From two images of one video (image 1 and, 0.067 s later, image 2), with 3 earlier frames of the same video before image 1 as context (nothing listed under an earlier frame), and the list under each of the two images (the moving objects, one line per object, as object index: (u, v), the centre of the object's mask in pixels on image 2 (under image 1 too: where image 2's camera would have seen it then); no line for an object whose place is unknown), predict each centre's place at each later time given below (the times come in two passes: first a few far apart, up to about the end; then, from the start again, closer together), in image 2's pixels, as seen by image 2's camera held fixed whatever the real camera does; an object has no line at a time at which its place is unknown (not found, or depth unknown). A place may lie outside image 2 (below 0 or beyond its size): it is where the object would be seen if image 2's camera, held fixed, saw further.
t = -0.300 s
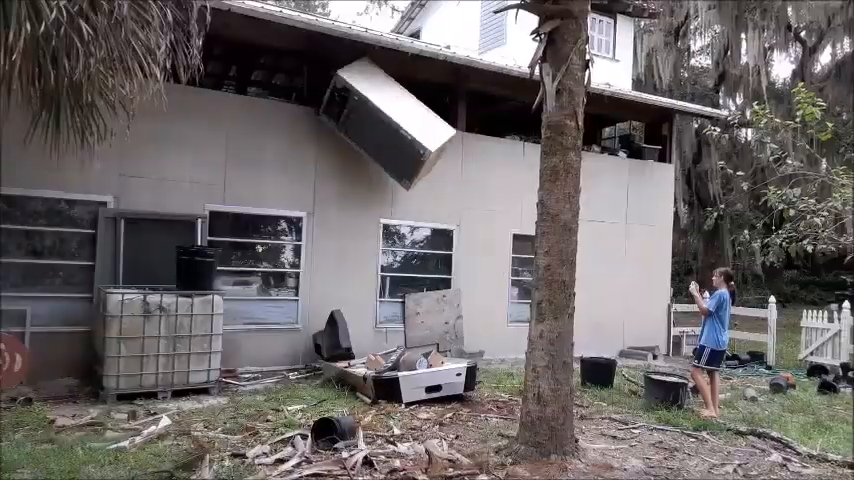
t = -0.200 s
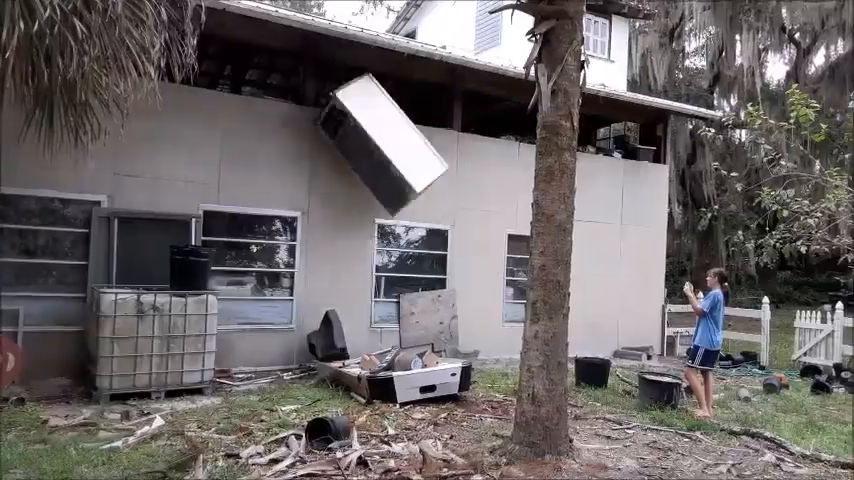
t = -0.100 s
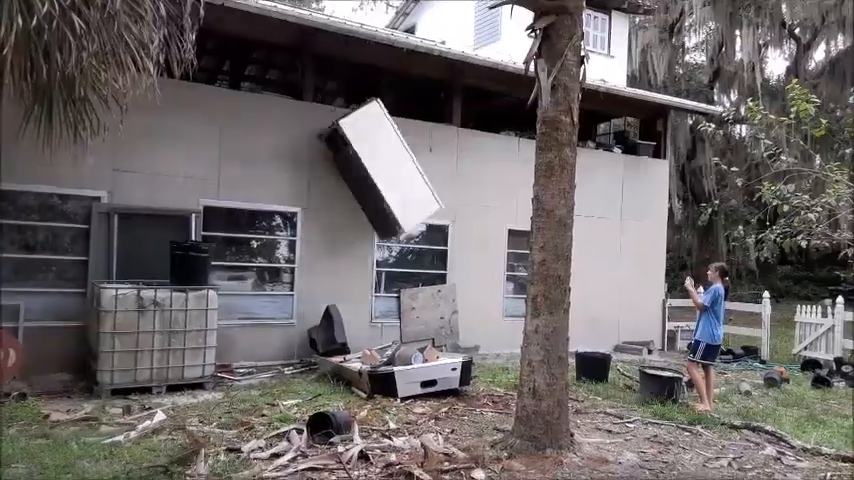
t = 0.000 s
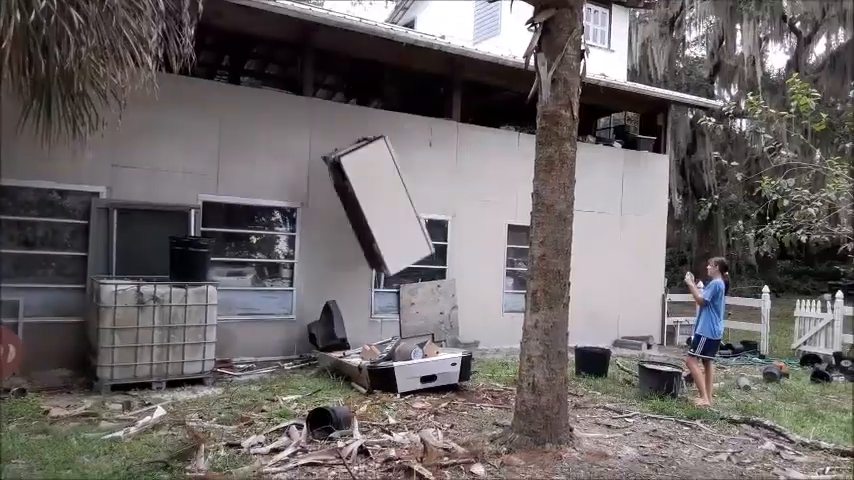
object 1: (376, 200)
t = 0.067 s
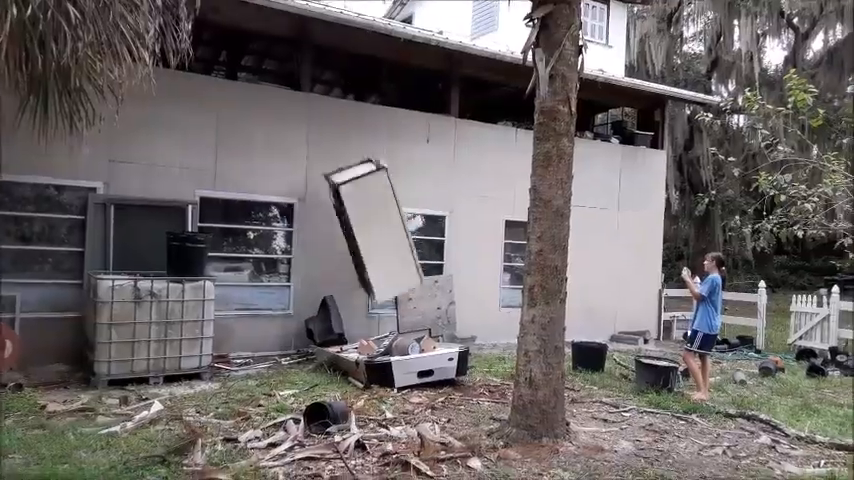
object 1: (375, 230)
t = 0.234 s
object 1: (371, 279)
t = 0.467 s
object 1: (367, 285)
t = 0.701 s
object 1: (368, 299)
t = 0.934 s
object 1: (368, 312)
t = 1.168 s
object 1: (362, 319)
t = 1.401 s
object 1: (345, 327)
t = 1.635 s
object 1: (333, 331)
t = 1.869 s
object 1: (321, 335)
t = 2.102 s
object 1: (302, 338)
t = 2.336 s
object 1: (288, 339)
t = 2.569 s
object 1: (292, 345)
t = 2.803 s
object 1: (294, 345)
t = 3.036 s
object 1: (296, 346)
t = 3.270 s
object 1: (296, 346)
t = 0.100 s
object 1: (374, 245)
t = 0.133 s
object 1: (373, 262)
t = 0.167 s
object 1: (372, 272)
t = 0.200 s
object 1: (371, 280)
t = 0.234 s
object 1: (371, 279)
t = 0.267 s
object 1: (371, 278)
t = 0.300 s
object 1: (370, 277)
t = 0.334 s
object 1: (371, 276)
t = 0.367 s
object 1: (369, 279)
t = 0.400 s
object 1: (368, 281)
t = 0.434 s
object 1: (367, 283)
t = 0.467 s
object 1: (367, 285)
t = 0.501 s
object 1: (370, 284)
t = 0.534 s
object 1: (370, 286)
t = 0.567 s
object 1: (370, 288)
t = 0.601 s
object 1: (370, 290)
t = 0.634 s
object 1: (370, 293)
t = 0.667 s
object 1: (369, 296)
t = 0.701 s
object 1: (368, 299)
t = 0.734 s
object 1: (367, 301)
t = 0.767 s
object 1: (364, 306)
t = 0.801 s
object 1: (366, 310)
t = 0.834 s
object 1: (367, 311)
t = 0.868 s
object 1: (367, 312)
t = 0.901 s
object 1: (367, 311)
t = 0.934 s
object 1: (368, 312)
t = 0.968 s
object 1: (369, 312)
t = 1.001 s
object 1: (369, 313)
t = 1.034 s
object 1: (368, 315)
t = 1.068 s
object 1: (367, 317)
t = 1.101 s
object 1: (366, 318)
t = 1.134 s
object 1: (364, 319)
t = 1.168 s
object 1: (362, 319)
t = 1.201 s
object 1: (359, 320)
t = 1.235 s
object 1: (357, 321)
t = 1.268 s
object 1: (355, 322)
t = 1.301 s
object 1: (353, 324)
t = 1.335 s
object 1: (350, 326)
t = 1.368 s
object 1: (348, 327)
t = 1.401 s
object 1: (345, 327)
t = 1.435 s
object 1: (343, 328)
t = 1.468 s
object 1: (341, 328)
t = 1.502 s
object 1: (339, 328)
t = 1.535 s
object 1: (338, 328)
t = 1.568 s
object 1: (337, 329)
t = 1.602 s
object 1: (335, 330)
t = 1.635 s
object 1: (333, 331)
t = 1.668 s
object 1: (331, 332)
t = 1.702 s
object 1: (329, 332)
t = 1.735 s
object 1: (328, 333)
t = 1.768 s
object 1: (327, 334)
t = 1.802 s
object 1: (325, 335)
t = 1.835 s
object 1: (323, 335)
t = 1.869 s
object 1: (321, 335)
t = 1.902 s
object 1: (319, 334)
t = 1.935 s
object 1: (317, 335)
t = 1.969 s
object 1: (315, 335)
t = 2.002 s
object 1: (313, 336)
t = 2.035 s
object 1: (309, 336)
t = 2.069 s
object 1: (305, 337)
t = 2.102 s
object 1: (302, 338)
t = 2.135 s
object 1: (299, 338)
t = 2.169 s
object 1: (295, 339)
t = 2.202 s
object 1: (292, 339)
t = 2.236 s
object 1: (290, 338)
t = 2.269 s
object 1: (290, 338)
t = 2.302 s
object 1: (289, 339)
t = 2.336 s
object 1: (288, 339)
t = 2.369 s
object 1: (289, 339)
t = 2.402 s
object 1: (292, 340)
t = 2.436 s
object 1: (288, 342)
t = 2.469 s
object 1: (289, 343)
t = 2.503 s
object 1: (290, 345)
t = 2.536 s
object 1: (292, 345)
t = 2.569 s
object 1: (292, 345)
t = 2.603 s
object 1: (294, 345)
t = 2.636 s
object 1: (296, 345)
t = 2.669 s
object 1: (295, 345)
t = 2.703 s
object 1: (296, 345)
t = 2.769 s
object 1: (294, 345)
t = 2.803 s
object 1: (294, 345)
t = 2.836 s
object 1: (294, 345)
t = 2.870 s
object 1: (295, 345)
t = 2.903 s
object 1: (295, 345)
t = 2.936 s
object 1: (294, 345)
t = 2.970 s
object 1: (295, 345)
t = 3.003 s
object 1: (295, 345)
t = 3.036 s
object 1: (296, 346)
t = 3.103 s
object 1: (295, 346)
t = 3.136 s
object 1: (296, 346)
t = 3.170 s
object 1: (297, 346)
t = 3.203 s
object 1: (296, 346)
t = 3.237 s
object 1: (296, 346)
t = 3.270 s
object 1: (296, 346)
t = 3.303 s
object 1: (297, 346)
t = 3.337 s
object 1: (297, 346)
